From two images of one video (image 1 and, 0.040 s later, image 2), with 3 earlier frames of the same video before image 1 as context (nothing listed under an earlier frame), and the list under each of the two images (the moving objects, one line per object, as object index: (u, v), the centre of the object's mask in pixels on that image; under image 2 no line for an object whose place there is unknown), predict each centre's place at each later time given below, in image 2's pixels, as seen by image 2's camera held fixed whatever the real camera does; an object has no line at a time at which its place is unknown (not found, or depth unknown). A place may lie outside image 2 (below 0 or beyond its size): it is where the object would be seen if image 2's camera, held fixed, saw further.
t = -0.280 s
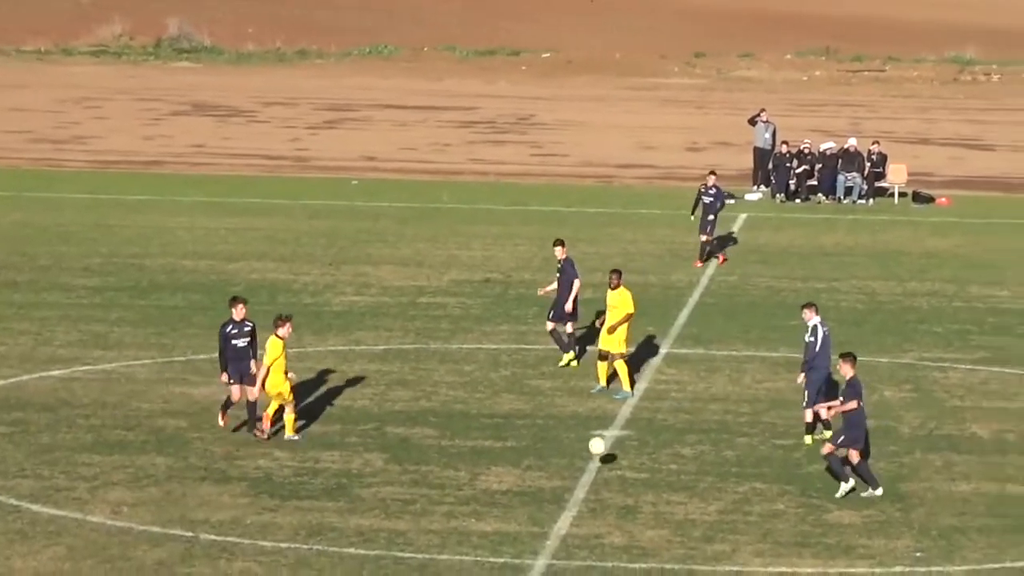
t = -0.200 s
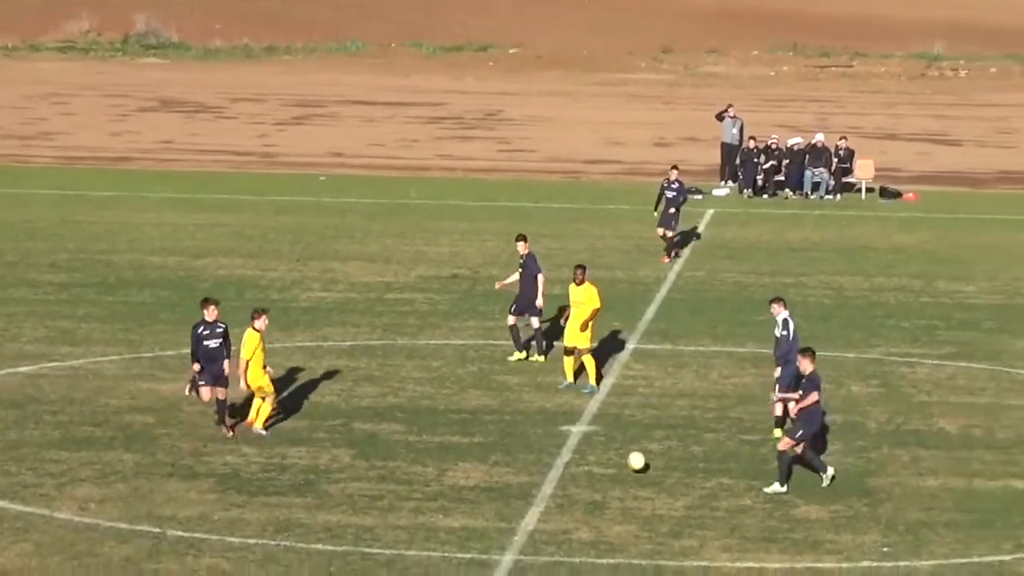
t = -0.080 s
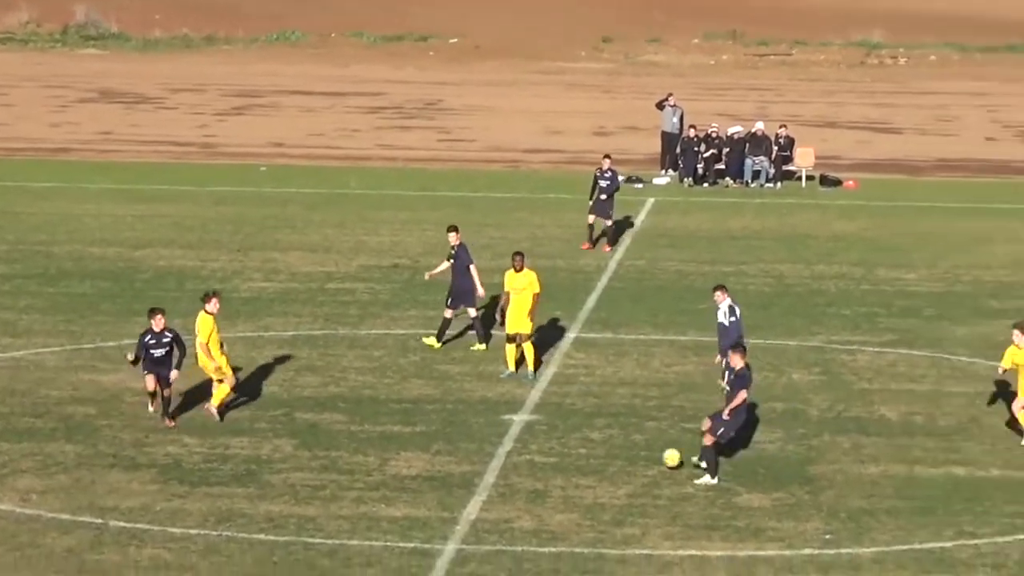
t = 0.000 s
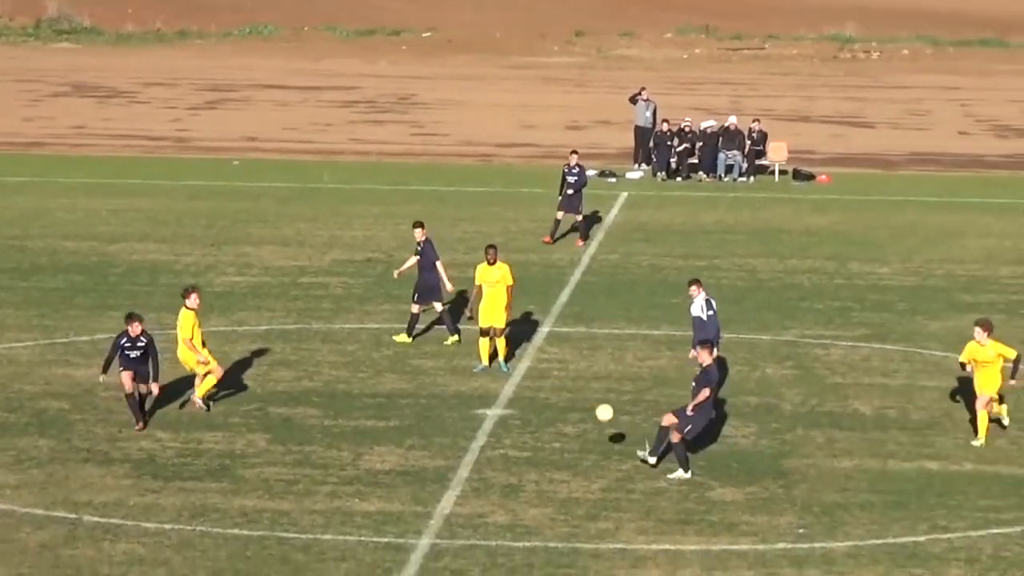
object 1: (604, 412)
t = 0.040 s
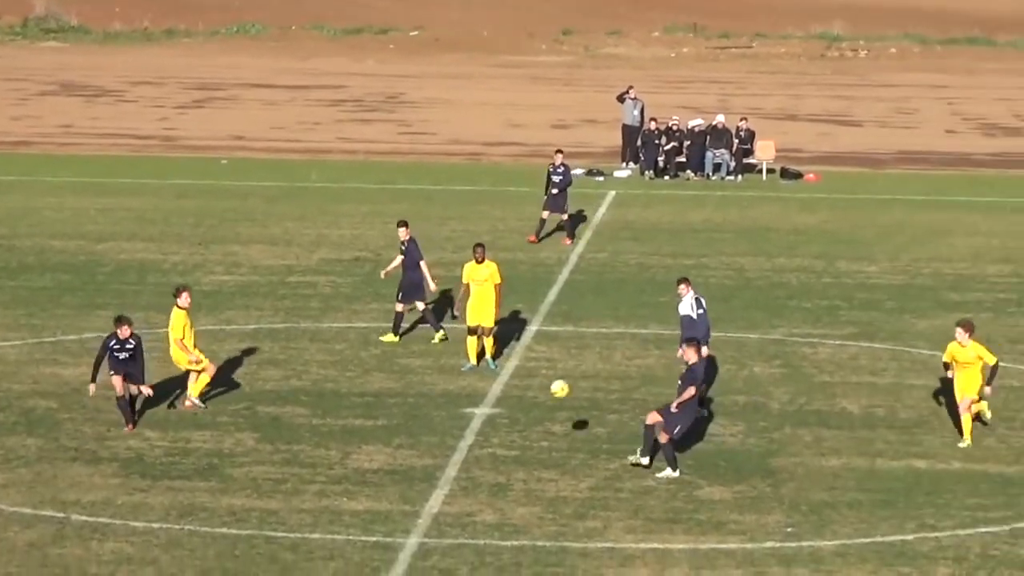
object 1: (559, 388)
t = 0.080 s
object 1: (527, 367)
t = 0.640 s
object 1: (98, 181)
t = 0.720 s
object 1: (42, 172)
